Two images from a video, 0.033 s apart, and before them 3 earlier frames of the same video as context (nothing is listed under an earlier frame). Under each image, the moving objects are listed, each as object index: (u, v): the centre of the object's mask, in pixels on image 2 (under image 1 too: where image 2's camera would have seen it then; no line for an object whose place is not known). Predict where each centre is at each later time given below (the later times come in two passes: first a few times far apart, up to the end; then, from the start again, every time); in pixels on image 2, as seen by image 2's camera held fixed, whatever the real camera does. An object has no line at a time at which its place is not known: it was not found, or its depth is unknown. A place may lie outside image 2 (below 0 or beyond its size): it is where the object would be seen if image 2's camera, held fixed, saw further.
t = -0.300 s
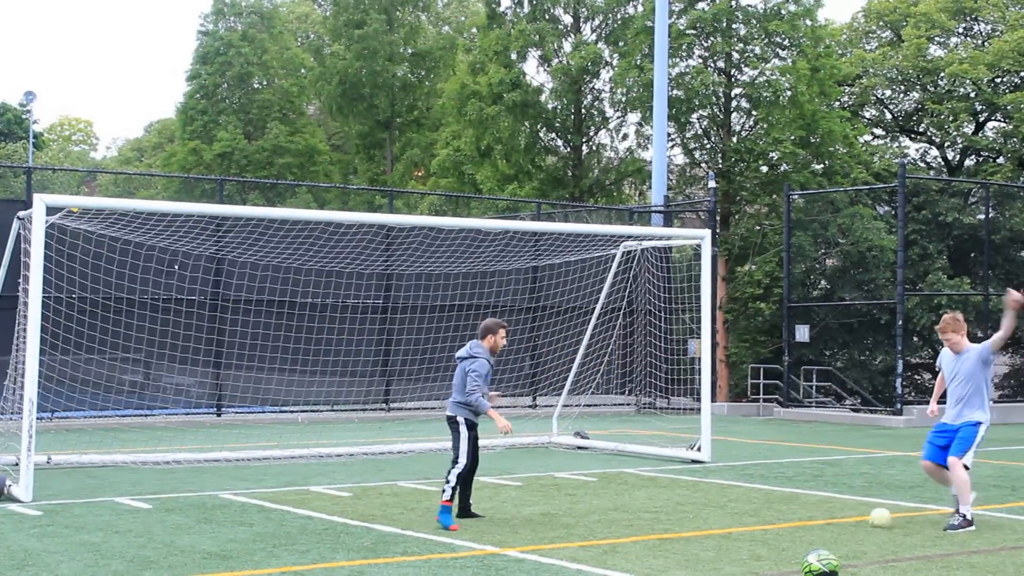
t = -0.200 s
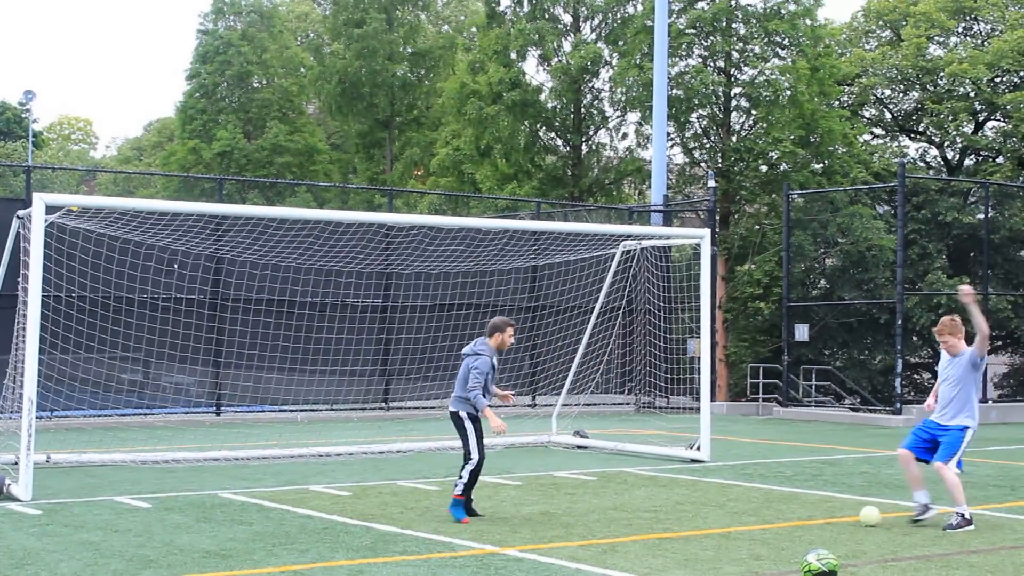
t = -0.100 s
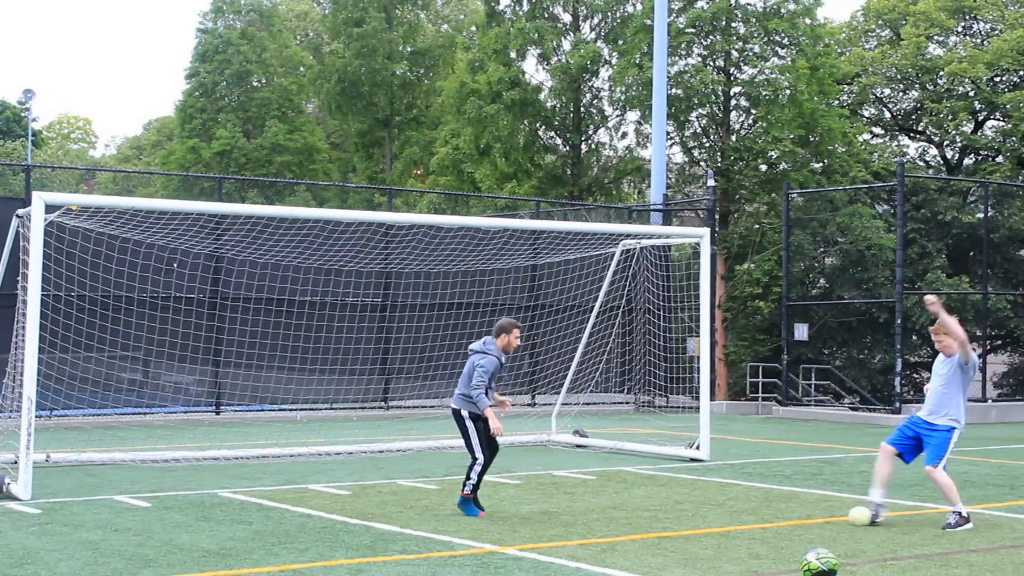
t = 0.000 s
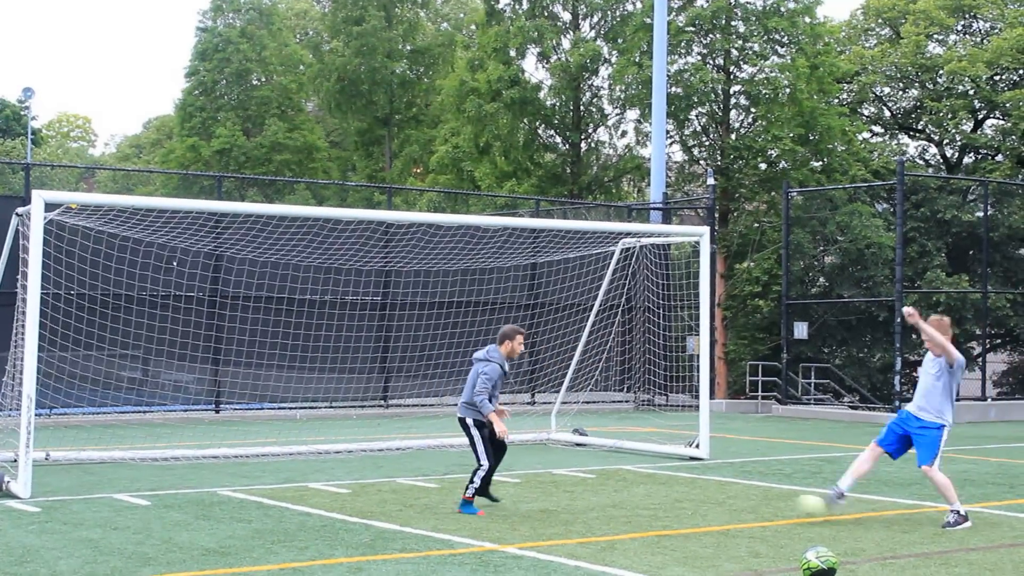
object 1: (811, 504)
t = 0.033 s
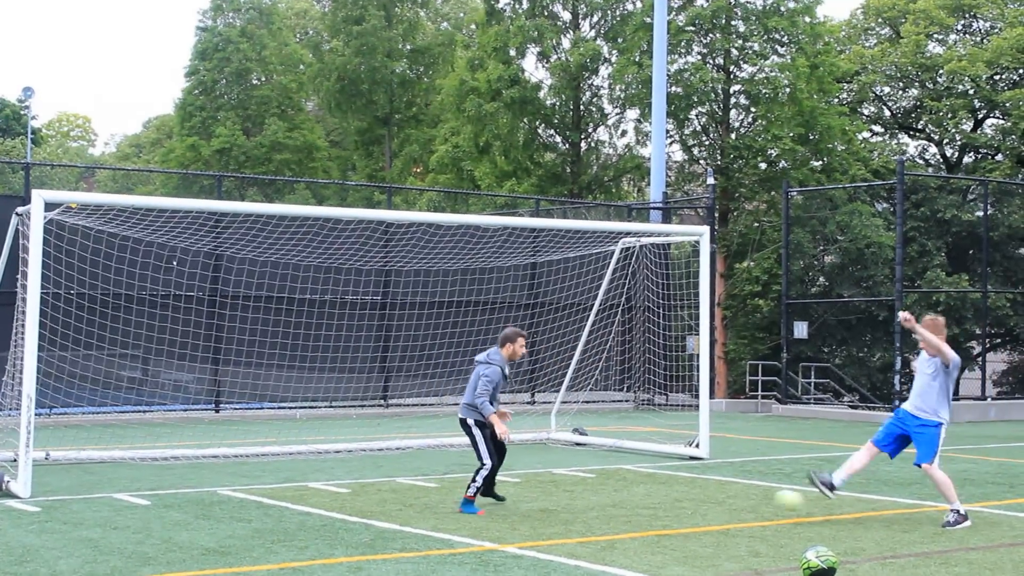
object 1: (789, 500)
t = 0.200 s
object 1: (682, 501)
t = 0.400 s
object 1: (582, 506)
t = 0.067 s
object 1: (767, 498)
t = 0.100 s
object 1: (746, 497)
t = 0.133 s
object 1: (725, 498)
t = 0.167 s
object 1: (704, 498)
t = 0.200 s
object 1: (682, 501)
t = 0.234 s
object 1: (661, 506)
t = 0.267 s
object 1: (639, 513)
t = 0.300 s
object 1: (623, 512)
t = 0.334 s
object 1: (606, 509)
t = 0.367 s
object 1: (594, 510)
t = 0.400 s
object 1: (582, 506)
